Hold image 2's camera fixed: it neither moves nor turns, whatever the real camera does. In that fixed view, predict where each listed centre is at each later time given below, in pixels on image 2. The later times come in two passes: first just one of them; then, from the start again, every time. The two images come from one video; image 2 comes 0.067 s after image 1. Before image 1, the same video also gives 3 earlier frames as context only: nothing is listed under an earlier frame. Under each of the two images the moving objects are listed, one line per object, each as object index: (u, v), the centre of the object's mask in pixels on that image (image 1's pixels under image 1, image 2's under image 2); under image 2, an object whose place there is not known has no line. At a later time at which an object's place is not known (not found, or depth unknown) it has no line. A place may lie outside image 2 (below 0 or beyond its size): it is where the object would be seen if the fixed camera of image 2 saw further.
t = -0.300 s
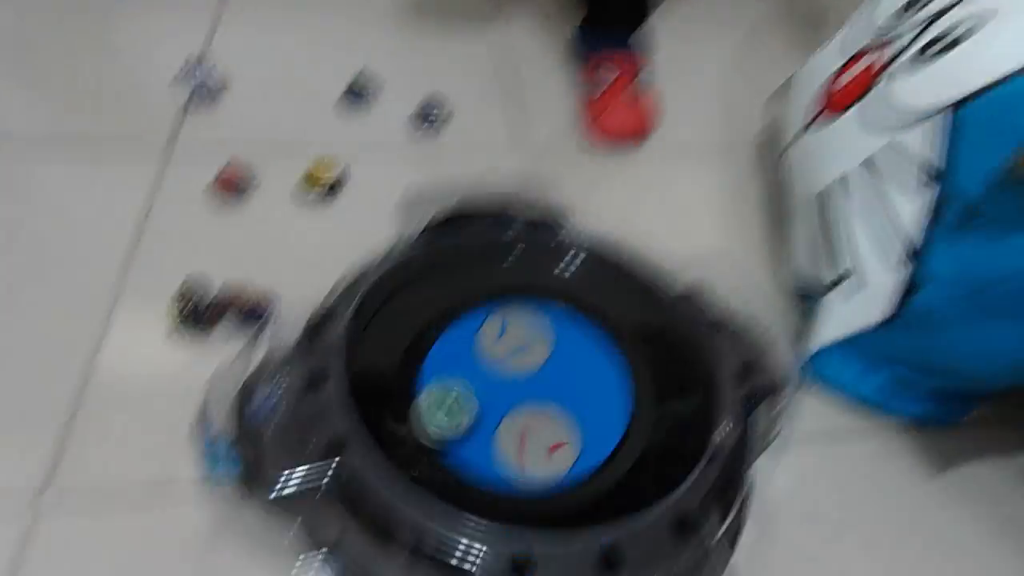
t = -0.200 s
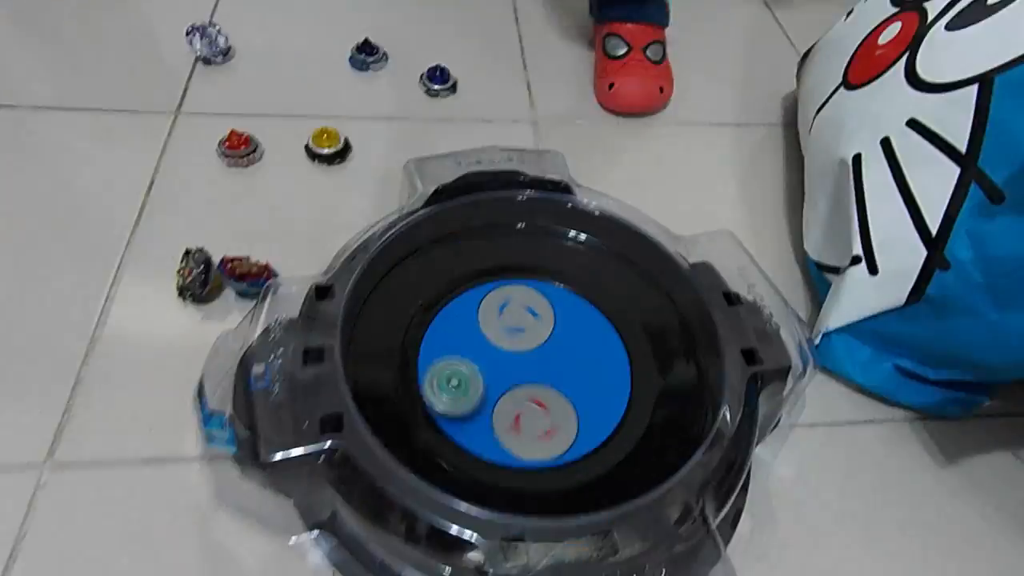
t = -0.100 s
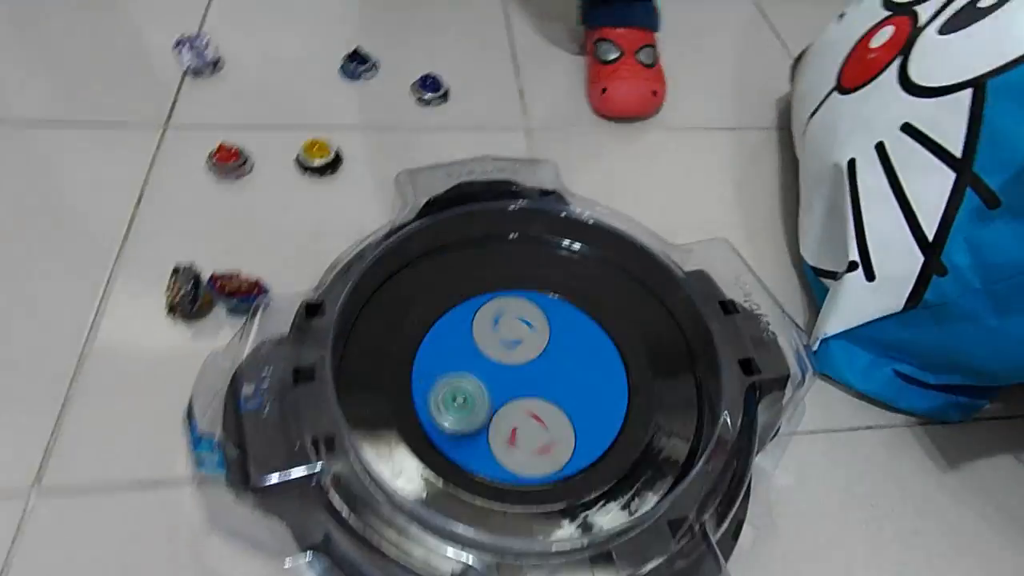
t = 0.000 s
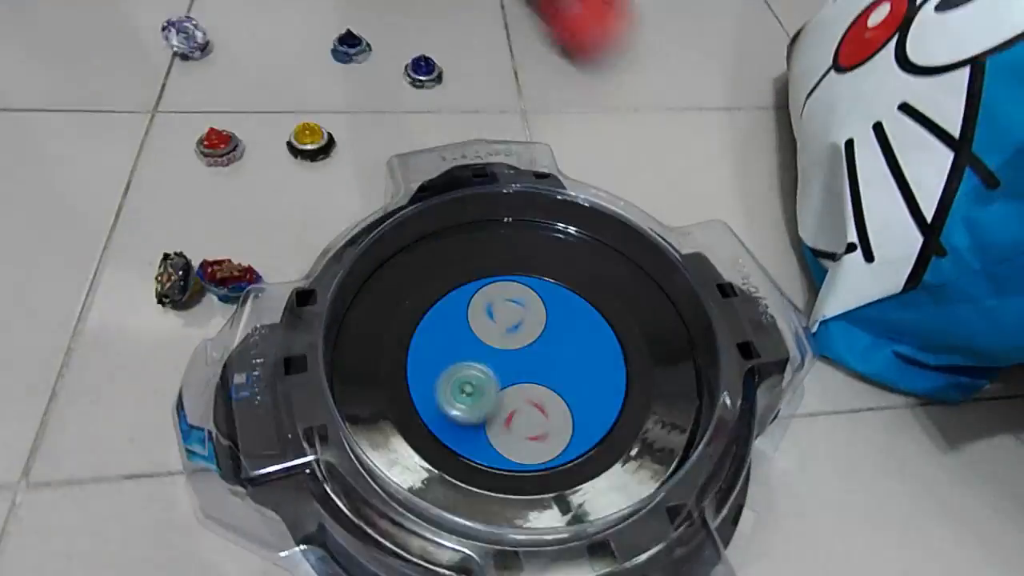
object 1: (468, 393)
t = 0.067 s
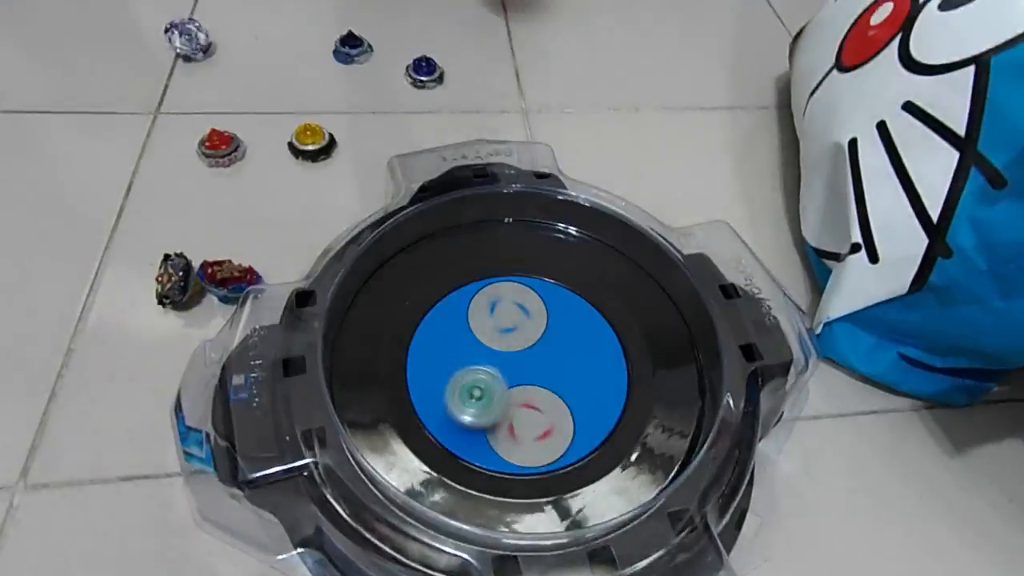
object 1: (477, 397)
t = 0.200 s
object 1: (497, 400)
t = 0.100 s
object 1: (481, 398)
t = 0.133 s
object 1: (485, 400)
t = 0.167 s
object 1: (490, 401)
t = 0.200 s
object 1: (497, 400)
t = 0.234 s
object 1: (503, 395)
